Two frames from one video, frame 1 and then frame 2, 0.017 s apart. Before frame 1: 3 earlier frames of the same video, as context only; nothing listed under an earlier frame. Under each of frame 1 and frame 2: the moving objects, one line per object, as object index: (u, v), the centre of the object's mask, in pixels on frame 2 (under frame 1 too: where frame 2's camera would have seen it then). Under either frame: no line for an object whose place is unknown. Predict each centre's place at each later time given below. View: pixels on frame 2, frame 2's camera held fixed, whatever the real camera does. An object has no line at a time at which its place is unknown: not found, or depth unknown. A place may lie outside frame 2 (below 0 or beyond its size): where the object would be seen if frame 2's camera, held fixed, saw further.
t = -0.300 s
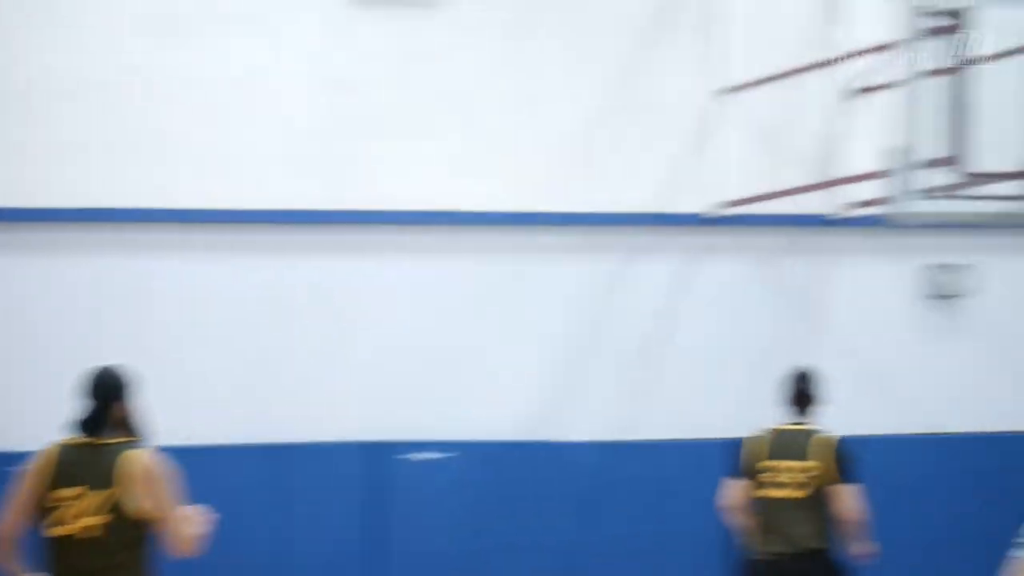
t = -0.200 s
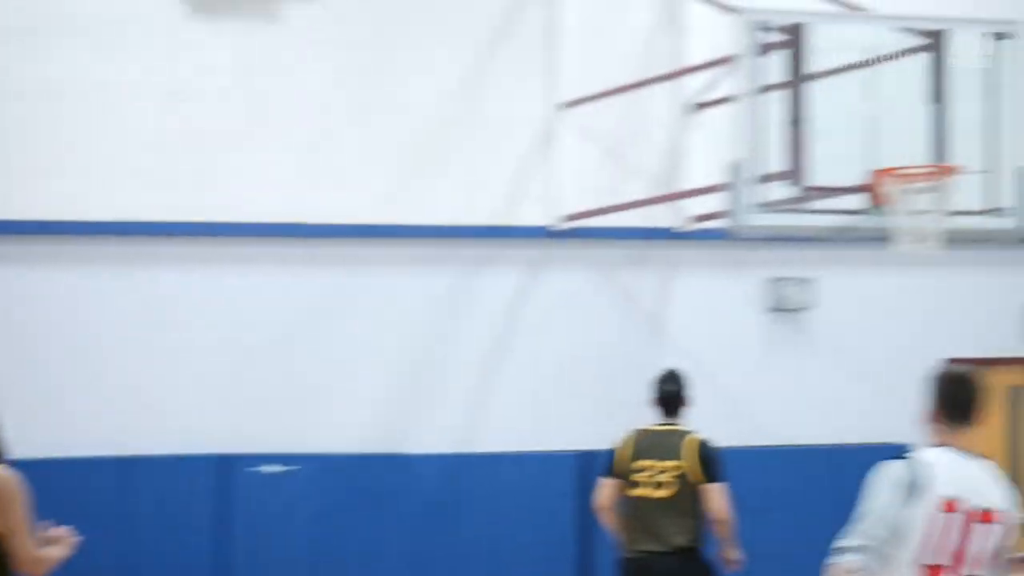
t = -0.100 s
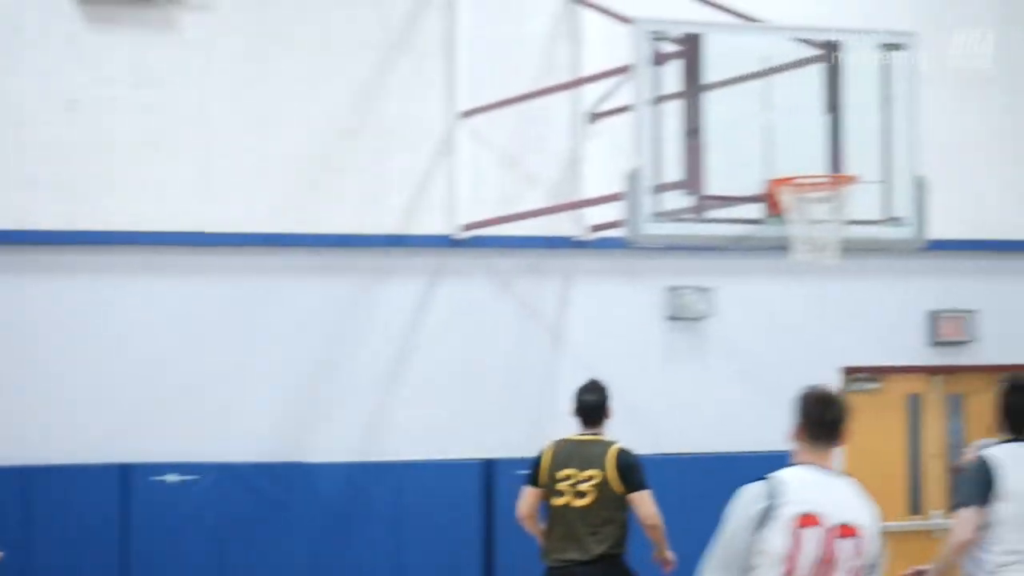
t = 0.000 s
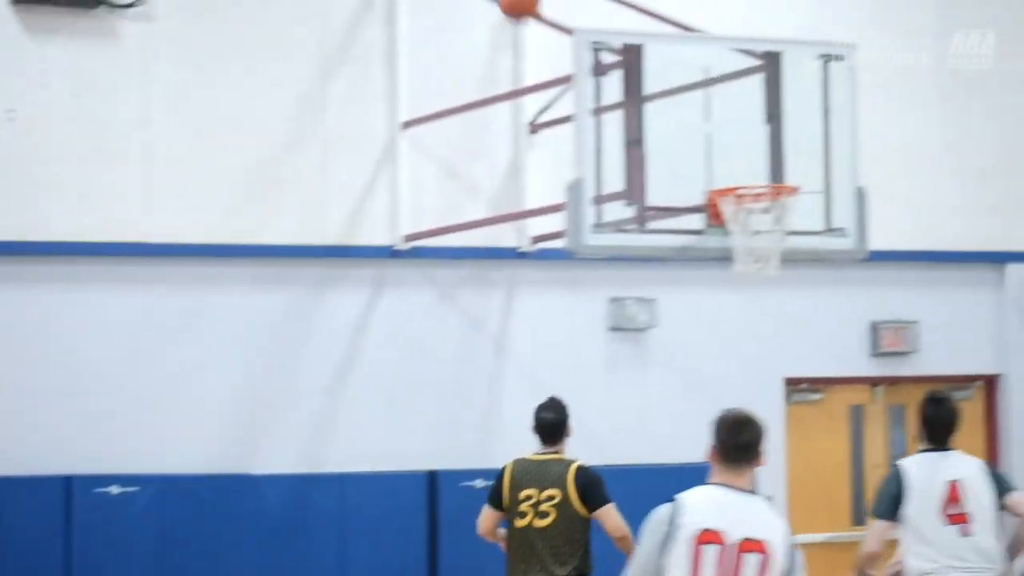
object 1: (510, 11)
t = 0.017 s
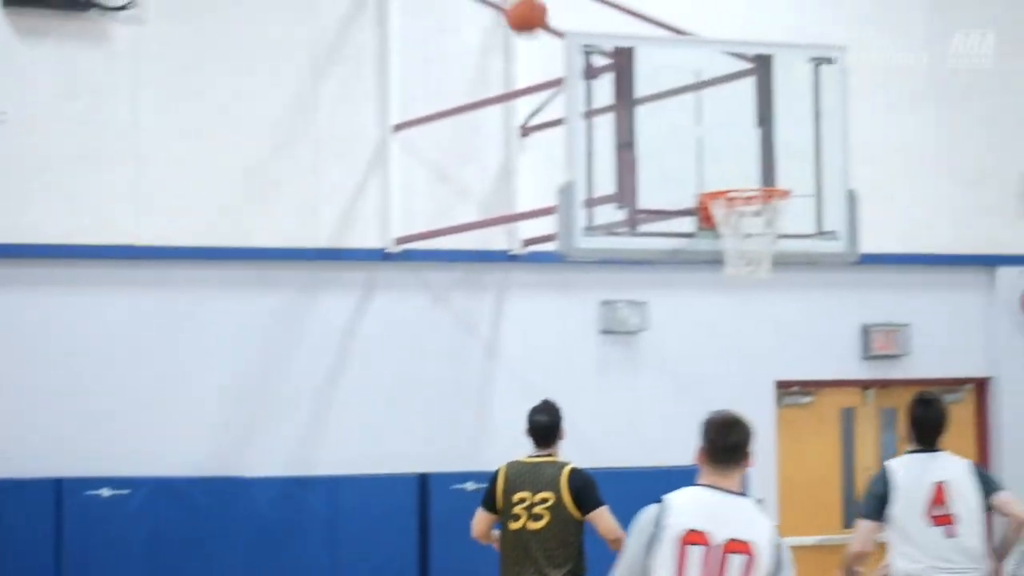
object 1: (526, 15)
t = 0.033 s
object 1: (543, 26)
